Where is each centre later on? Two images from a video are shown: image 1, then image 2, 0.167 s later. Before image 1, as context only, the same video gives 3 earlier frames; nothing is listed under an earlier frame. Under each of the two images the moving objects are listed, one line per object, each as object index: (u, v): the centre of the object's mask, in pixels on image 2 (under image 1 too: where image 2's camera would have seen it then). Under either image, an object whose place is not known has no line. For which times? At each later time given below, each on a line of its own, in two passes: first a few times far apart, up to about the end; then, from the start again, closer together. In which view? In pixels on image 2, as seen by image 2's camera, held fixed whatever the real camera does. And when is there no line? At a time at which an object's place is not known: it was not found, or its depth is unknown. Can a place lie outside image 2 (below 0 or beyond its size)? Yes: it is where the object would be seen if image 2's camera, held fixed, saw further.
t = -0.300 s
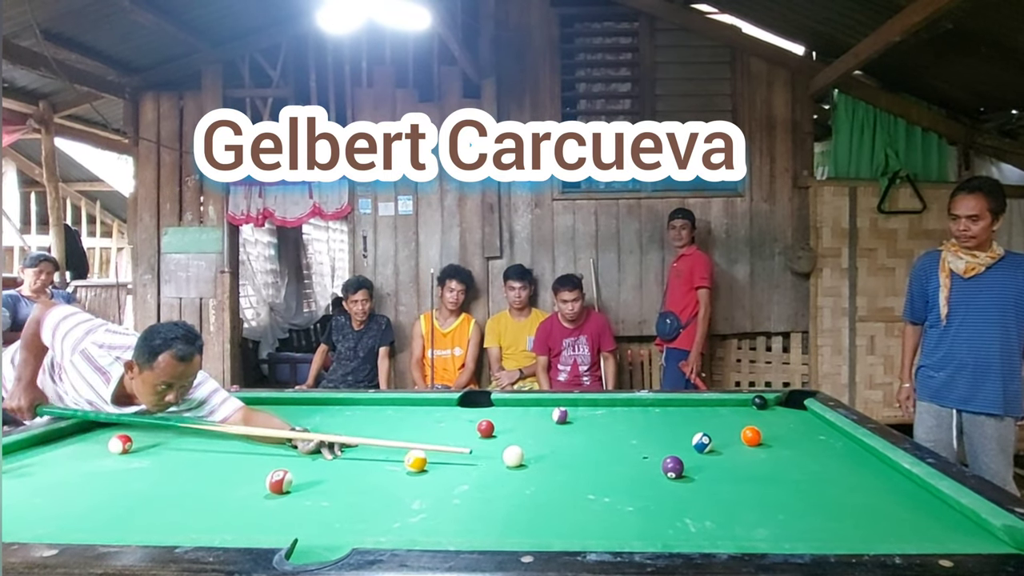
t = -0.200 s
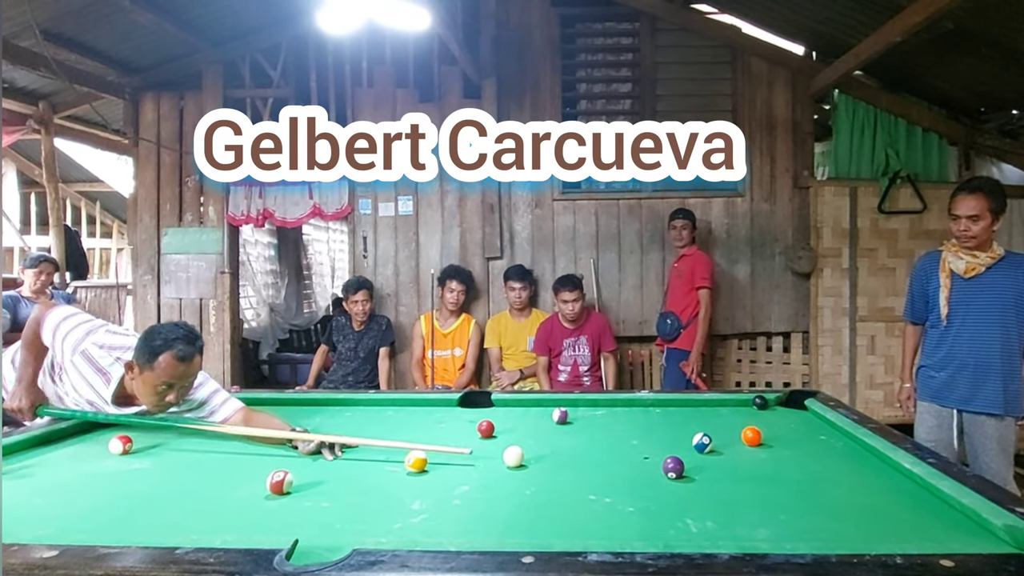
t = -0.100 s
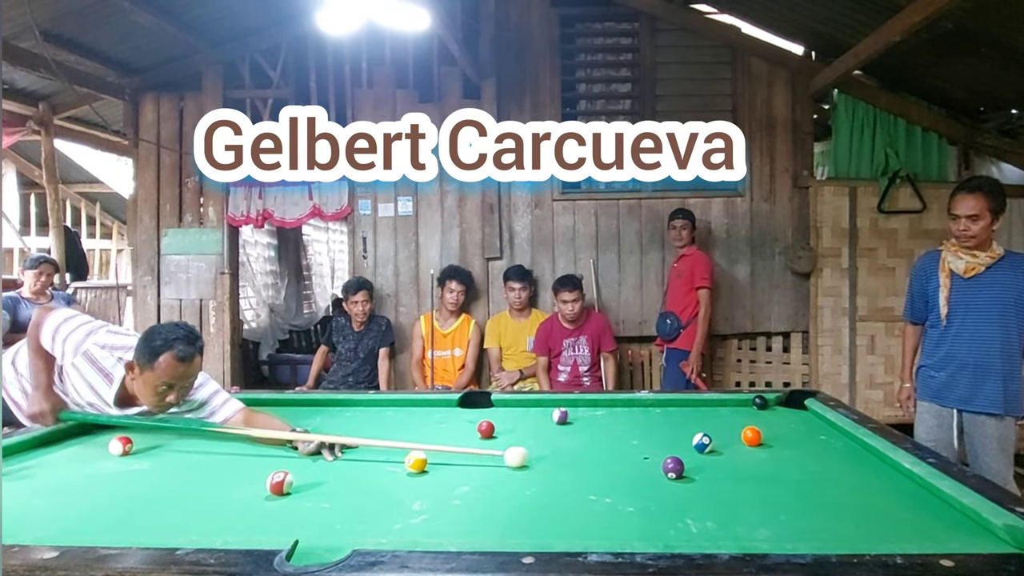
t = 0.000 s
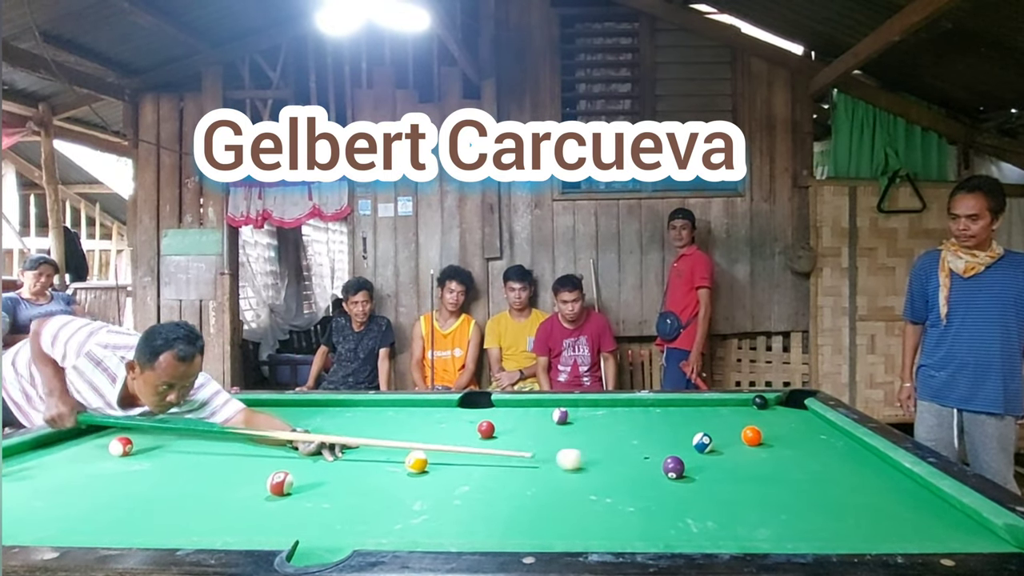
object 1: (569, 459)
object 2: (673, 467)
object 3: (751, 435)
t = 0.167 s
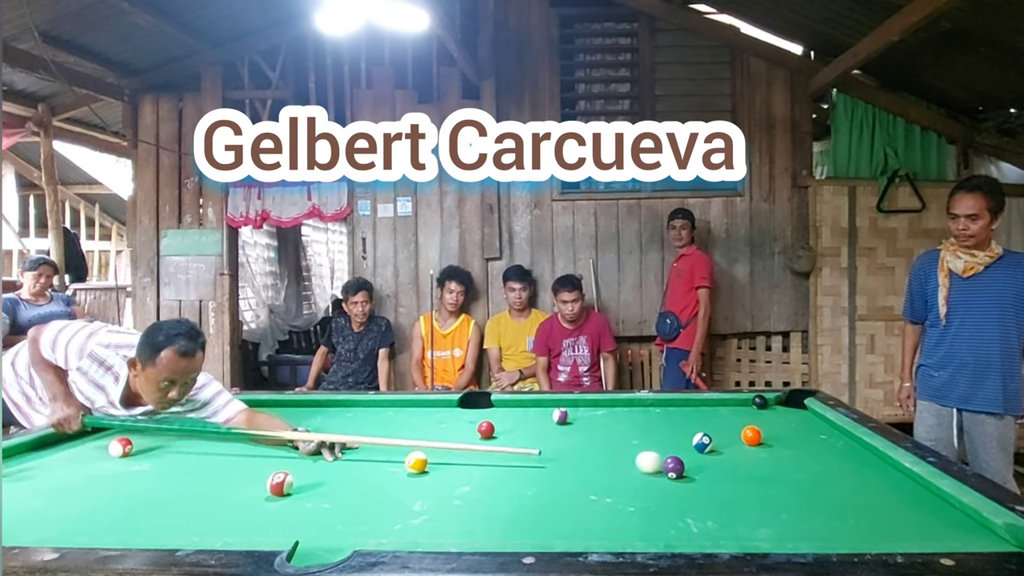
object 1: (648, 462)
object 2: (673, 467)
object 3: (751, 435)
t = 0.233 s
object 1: (663, 459)
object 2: (688, 471)
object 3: (751, 435)
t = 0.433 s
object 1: (703, 451)
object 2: (737, 482)
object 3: (751, 435)
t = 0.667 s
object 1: (743, 442)
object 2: (792, 495)
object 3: (754, 433)
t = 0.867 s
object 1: (770, 441)
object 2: (844, 508)
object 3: (753, 430)
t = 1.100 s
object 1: (798, 441)
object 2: (906, 522)
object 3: (756, 425)
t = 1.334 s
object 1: (823, 441)
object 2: (970, 531)
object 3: (756, 421)
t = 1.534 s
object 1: (842, 441)
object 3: (756, 417)
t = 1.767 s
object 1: (844, 441)
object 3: (755, 414)
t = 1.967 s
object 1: (836, 441)
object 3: (753, 412)
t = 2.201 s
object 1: (826, 441)
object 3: (751, 409)
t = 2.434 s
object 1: (818, 441)
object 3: (749, 407)
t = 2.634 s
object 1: (811, 441)
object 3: (748, 406)
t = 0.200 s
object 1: (657, 461)
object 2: (679, 468)
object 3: (751, 435)
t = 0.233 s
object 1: (663, 459)
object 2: (688, 471)
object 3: (751, 435)
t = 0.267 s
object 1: (669, 458)
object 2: (697, 473)
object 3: (751, 435)
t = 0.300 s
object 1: (676, 456)
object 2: (705, 475)
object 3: (751, 435)
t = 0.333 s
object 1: (683, 455)
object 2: (712, 476)
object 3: (751, 435)
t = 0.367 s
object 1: (690, 454)
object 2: (720, 478)
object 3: (751, 435)
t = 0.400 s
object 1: (696, 453)
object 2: (728, 480)
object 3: (751, 435)
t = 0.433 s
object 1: (703, 451)
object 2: (737, 482)
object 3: (751, 435)
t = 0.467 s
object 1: (709, 450)
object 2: (744, 484)
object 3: (751, 435)
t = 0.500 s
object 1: (715, 448)
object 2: (752, 486)
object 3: (752, 435)
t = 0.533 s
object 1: (721, 447)
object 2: (760, 488)
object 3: (751, 435)
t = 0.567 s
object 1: (727, 446)
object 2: (768, 490)
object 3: (751, 435)
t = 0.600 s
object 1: (732, 445)
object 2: (776, 492)
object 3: (752, 435)
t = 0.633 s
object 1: (738, 443)
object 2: (784, 493)
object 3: (753, 434)
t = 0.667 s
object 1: (743, 442)
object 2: (792, 495)
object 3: (754, 433)
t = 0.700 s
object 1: (749, 441)
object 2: (801, 497)
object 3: (753, 431)
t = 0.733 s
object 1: (753, 441)
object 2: (809, 499)
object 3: (751, 429)
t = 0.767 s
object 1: (757, 441)
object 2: (818, 502)
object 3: (750, 430)
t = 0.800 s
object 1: (762, 441)
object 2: (826, 503)
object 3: (751, 430)
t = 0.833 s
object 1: (766, 441)
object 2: (835, 505)
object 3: (752, 431)
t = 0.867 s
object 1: (770, 441)
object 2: (844, 508)
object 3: (753, 430)
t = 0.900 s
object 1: (775, 441)
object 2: (852, 509)
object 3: (754, 430)
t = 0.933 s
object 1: (778, 441)
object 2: (861, 511)
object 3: (755, 429)
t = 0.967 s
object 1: (782, 441)
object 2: (870, 513)
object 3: (755, 428)
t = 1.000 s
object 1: (787, 441)
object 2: (878, 515)
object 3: (755, 428)
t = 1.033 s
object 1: (791, 441)
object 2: (888, 517)
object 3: (756, 427)
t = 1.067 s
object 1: (795, 441)
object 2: (897, 519)
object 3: (756, 426)
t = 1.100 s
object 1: (798, 441)
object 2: (906, 522)
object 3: (756, 425)
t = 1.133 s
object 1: (802, 441)
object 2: (915, 524)
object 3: (756, 425)
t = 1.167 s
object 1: (806, 441)
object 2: (924, 525)
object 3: (756, 424)
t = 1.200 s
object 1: (809, 441)
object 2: (933, 527)
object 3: (756, 423)
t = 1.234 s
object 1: (813, 441)
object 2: (942, 528)
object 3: (756, 423)
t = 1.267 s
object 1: (816, 441)
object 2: (950, 529)
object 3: (756, 422)
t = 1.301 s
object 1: (819, 441)
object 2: (959, 530)
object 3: (756, 421)
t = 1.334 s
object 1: (823, 441)
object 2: (970, 531)
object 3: (756, 421)
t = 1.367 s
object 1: (826, 441)
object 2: (979, 533)
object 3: (756, 420)
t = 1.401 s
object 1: (830, 441)
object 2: (988, 535)
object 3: (756, 420)
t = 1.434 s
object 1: (833, 441)
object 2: (997, 536)
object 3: (756, 419)
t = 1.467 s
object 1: (836, 441)
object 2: (1009, 538)
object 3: (756, 419)
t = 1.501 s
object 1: (839, 441)
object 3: (756, 418)
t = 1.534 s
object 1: (842, 441)
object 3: (756, 417)
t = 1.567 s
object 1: (844, 441)
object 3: (756, 417)
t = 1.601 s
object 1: (847, 441)
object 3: (755, 416)
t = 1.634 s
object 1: (849, 441)
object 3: (756, 416)
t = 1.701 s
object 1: (847, 441)
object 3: (755, 415)
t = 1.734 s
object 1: (845, 441)
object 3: (755, 415)
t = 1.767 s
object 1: (844, 441)
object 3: (755, 414)
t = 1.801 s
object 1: (842, 441)
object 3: (755, 414)
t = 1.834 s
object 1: (841, 441)
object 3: (754, 414)
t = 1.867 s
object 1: (840, 441)
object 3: (754, 413)
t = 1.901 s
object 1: (838, 441)
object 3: (754, 412)
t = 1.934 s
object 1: (837, 441)
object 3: (754, 412)
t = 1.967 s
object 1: (836, 441)
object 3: (753, 412)
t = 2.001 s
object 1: (834, 441)
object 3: (753, 411)
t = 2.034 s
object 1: (833, 441)
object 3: (753, 411)
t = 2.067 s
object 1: (831, 440)
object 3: (752, 411)
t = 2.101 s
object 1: (830, 441)
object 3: (752, 410)
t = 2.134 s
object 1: (828, 441)
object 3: (752, 410)
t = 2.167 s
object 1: (827, 441)
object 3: (752, 409)
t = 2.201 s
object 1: (826, 441)
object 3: (751, 409)
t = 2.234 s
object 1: (825, 441)
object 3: (751, 409)
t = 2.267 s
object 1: (824, 441)
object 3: (751, 408)
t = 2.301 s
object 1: (823, 441)
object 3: (750, 408)
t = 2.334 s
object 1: (821, 441)
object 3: (750, 408)
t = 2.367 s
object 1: (820, 441)
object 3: (750, 408)
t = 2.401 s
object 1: (819, 441)
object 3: (750, 408)
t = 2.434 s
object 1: (818, 441)
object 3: (749, 407)
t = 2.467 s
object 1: (817, 441)
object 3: (749, 407)
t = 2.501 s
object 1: (816, 441)
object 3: (749, 407)
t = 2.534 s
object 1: (815, 441)
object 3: (749, 407)
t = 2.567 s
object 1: (814, 441)
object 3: (748, 406)
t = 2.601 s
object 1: (813, 441)
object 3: (748, 406)
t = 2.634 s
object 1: (811, 441)
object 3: (748, 406)
